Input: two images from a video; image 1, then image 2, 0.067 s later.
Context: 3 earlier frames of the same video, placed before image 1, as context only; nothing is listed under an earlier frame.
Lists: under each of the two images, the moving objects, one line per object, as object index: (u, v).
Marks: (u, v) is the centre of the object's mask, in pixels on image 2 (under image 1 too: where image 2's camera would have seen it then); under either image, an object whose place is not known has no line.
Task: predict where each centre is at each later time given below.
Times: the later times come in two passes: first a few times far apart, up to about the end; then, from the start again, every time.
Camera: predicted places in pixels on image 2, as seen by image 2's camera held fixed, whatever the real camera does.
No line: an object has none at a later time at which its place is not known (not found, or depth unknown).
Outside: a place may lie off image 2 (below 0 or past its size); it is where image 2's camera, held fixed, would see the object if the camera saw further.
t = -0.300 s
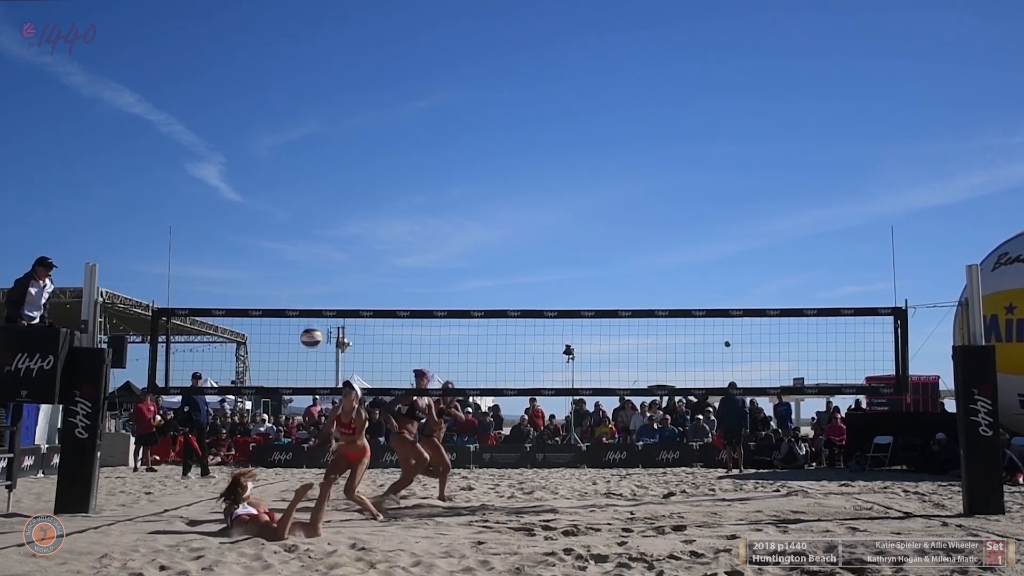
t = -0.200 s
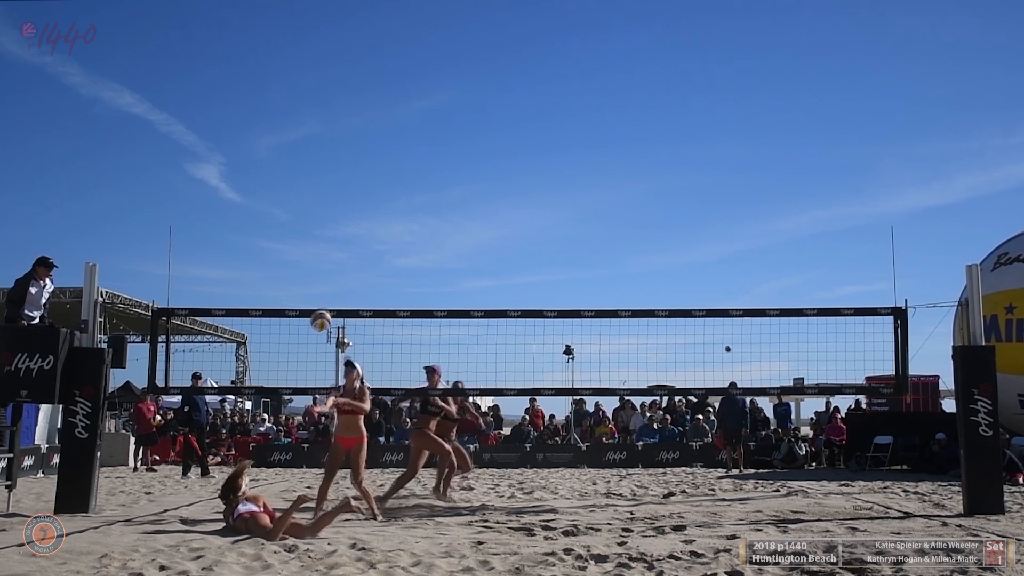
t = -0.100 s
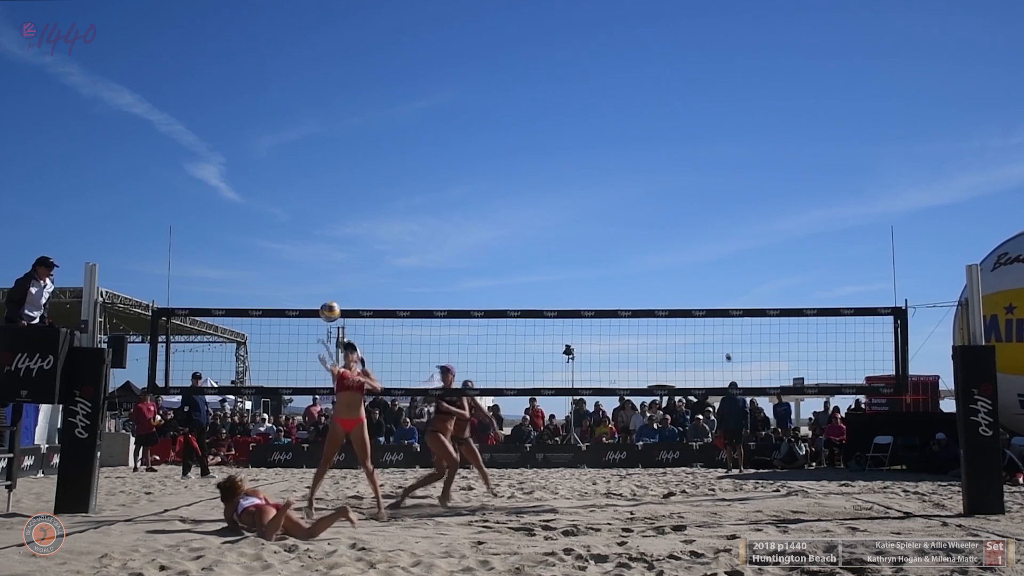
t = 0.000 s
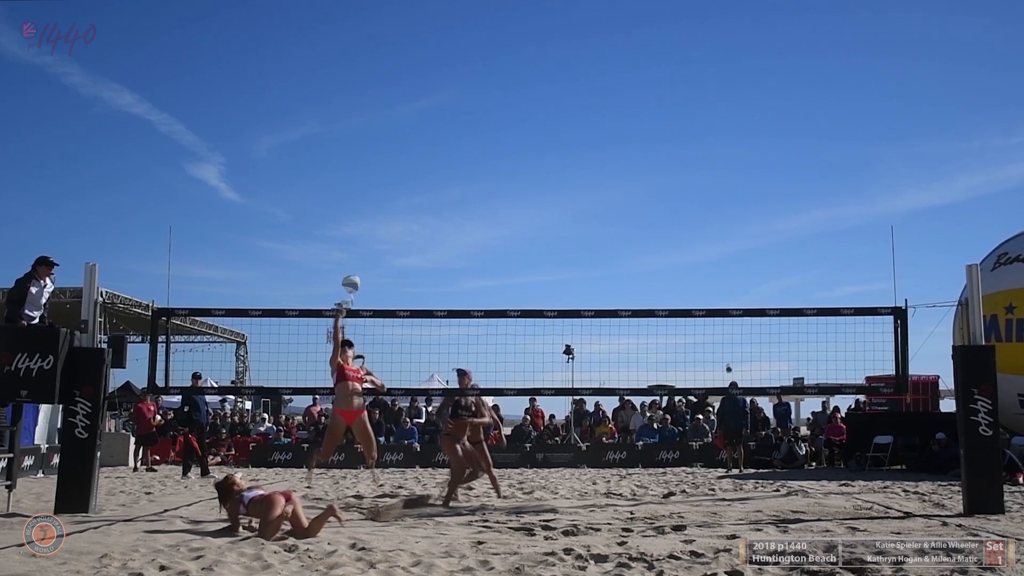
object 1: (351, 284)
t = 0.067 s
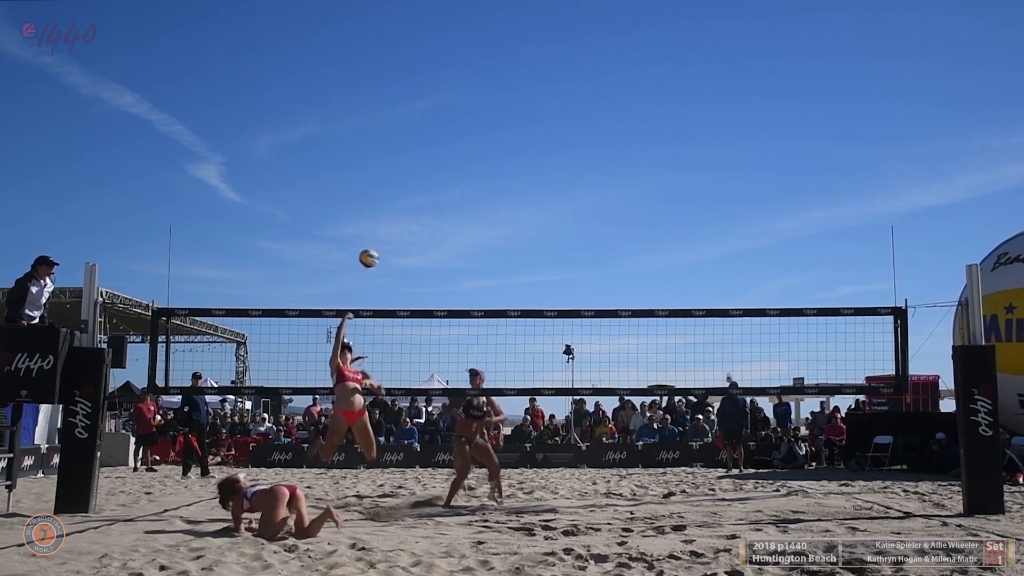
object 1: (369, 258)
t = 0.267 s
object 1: (421, 199)
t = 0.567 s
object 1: (475, 187)
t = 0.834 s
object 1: (510, 232)
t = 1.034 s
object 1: (530, 291)
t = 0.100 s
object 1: (378, 244)
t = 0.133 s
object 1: (388, 231)
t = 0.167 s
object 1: (396, 221)
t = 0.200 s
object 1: (405, 212)
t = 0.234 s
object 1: (413, 205)
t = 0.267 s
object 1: (421, 199)
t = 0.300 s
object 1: (428, 194)
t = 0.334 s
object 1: (435, 190)
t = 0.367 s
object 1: (441, 186)
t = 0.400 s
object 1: (447, 184)
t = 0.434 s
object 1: (453, 183)
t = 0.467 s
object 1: (459, 182)
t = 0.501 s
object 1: (465, 183)
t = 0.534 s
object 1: (471, 184)
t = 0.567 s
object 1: (475, 187)
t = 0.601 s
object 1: (480, 190)
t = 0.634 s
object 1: (485, 195)
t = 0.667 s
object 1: (490, 199)
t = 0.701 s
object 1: (494, 205)
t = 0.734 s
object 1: (498, 210)
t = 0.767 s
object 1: (503, 217)
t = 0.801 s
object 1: (506, 224)
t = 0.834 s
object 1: (510, 232)
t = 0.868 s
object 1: (514, 240)
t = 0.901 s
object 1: (518, 250)
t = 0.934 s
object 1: (521, 260)
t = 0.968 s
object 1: (524, 270)
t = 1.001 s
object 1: (527, 280)
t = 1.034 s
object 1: (530, 291)
